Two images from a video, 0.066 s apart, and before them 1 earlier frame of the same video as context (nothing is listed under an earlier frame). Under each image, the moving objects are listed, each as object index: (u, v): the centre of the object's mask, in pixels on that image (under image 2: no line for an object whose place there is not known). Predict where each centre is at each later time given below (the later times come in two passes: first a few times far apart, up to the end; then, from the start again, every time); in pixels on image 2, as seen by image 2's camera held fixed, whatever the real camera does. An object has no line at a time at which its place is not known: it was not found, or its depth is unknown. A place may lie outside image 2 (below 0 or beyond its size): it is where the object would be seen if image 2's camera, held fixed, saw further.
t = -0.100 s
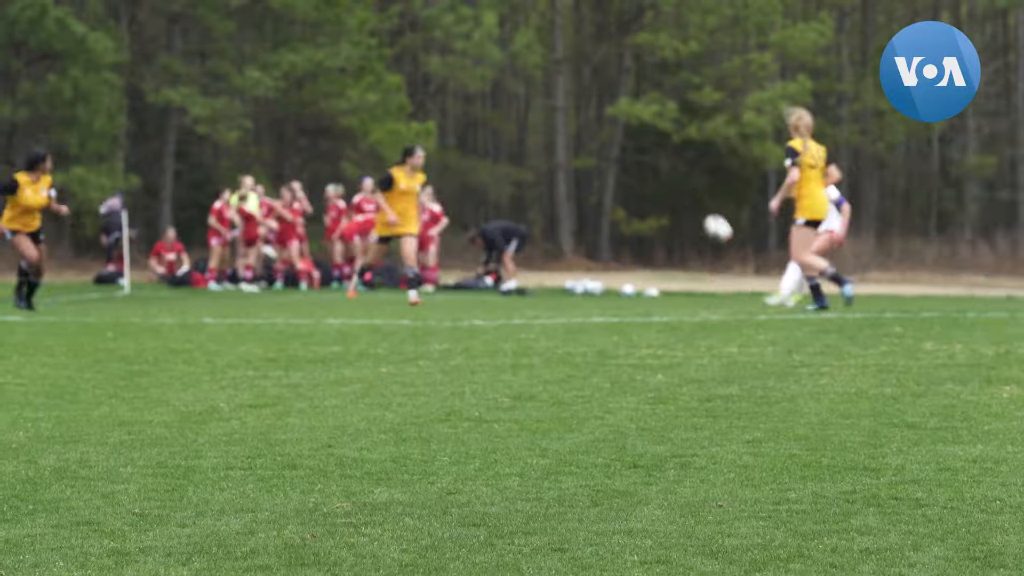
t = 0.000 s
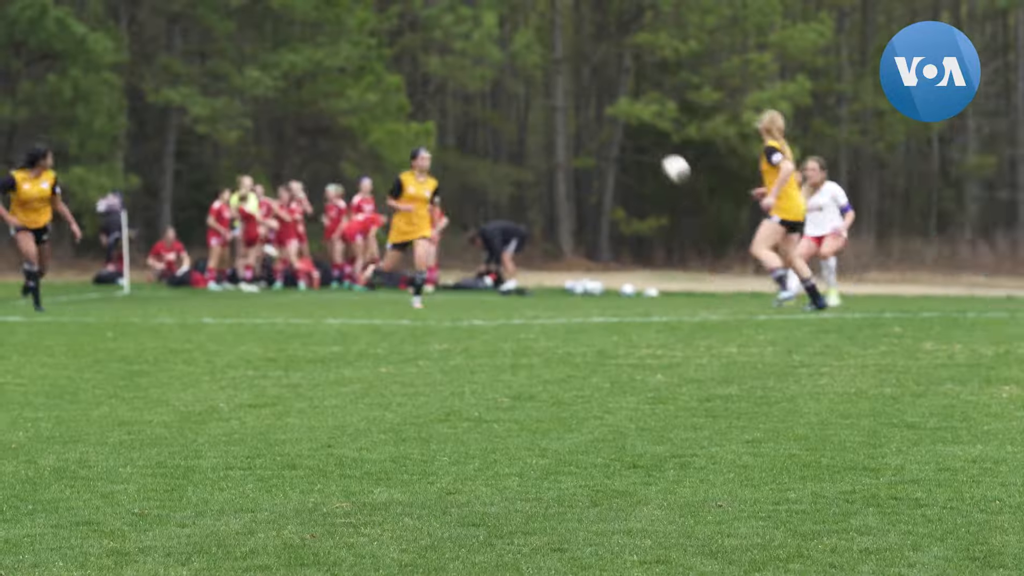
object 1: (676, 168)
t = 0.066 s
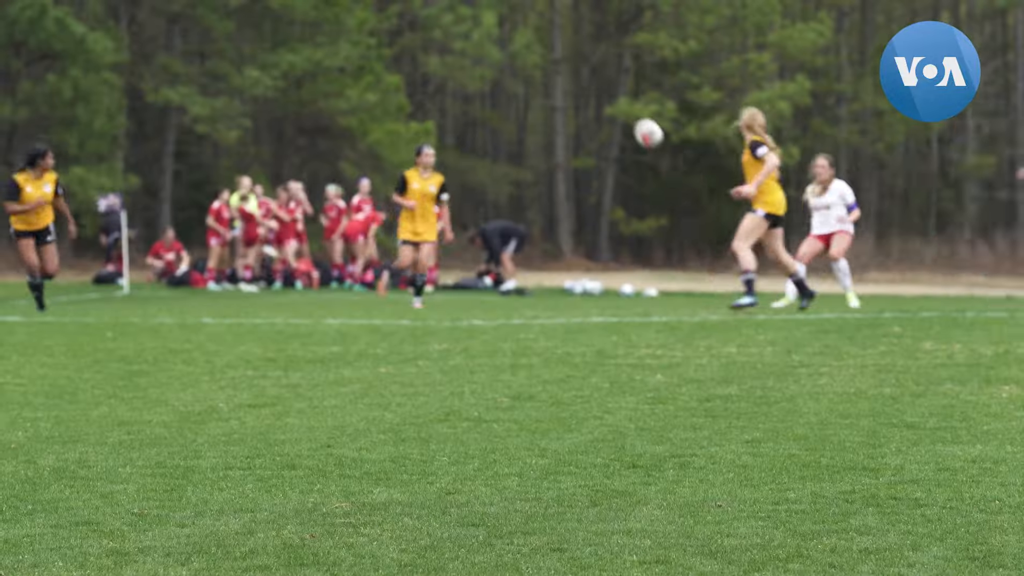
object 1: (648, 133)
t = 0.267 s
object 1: (571, 52)
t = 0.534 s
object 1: (473, 10)
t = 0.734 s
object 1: (403, 43)
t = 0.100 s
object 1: (636, 118)
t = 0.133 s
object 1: (622, 101)
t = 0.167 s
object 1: (609, 87)
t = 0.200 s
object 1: (595, 75)
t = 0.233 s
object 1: (583, 63)
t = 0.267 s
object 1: (571, 52)
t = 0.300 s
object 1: (557, 43)
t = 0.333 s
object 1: (545, 34)
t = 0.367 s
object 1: (534, 27)
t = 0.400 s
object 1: (521, 20)
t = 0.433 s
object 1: (509, 15)
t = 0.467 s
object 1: (496, 13)
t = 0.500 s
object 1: (485, 11)
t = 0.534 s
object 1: (473, 10)
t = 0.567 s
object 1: (461, 13)
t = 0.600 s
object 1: (449, 15)
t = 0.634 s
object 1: (438, 19)
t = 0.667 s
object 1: (426, 25)
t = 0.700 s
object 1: (415, 32)
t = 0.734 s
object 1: (403, 43)
